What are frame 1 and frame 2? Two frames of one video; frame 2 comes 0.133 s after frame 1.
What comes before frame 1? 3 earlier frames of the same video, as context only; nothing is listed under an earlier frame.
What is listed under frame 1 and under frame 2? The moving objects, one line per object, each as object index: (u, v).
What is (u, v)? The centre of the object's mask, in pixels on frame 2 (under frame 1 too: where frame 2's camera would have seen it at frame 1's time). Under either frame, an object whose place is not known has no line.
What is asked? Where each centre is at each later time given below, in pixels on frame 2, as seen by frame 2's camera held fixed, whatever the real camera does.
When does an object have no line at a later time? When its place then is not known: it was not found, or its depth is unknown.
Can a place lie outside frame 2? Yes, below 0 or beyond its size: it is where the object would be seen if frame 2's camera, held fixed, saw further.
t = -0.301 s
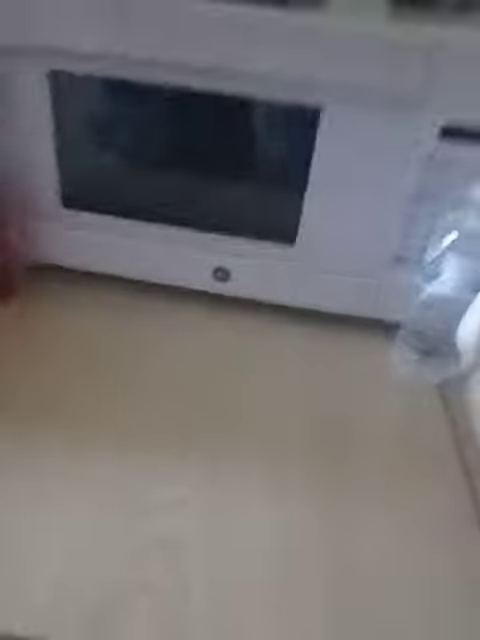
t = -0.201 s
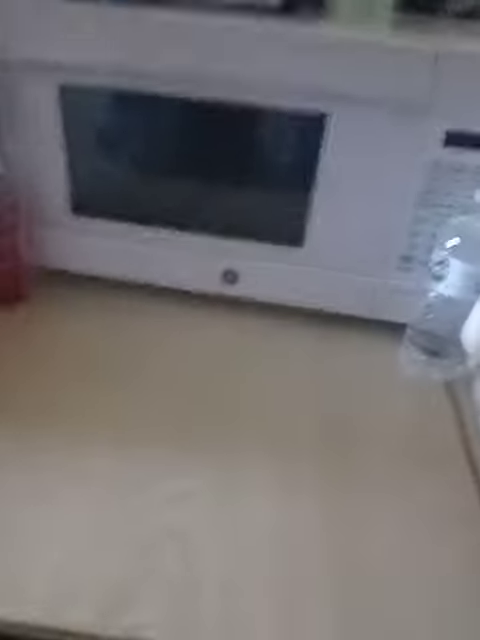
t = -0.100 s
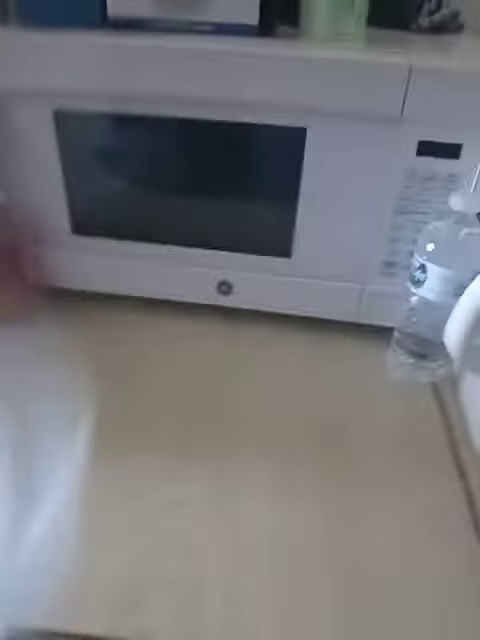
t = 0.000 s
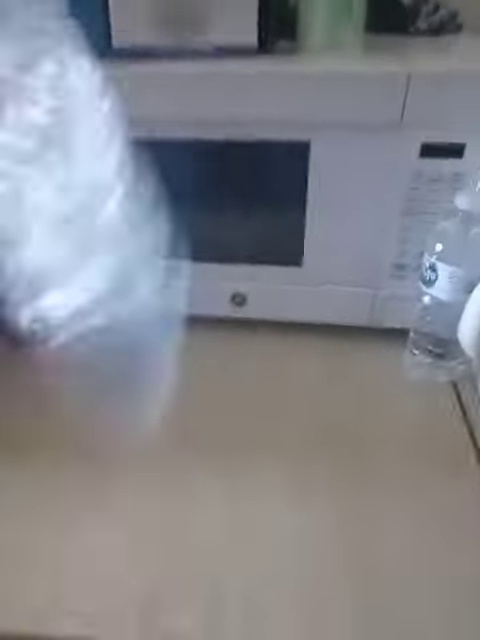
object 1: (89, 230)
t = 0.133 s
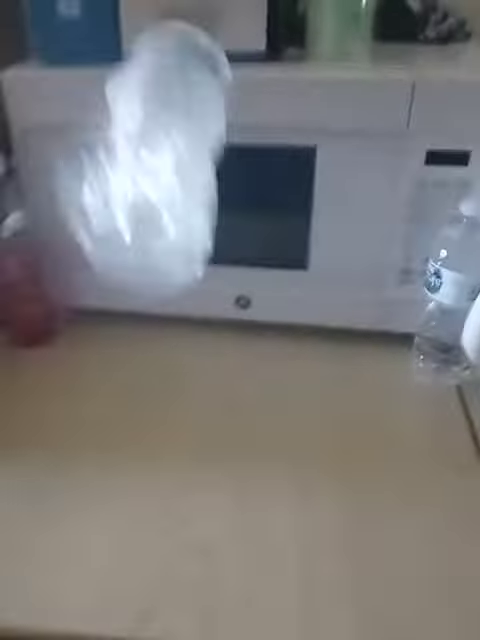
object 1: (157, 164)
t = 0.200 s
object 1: (195, 216)
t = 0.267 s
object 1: (224, 293)
